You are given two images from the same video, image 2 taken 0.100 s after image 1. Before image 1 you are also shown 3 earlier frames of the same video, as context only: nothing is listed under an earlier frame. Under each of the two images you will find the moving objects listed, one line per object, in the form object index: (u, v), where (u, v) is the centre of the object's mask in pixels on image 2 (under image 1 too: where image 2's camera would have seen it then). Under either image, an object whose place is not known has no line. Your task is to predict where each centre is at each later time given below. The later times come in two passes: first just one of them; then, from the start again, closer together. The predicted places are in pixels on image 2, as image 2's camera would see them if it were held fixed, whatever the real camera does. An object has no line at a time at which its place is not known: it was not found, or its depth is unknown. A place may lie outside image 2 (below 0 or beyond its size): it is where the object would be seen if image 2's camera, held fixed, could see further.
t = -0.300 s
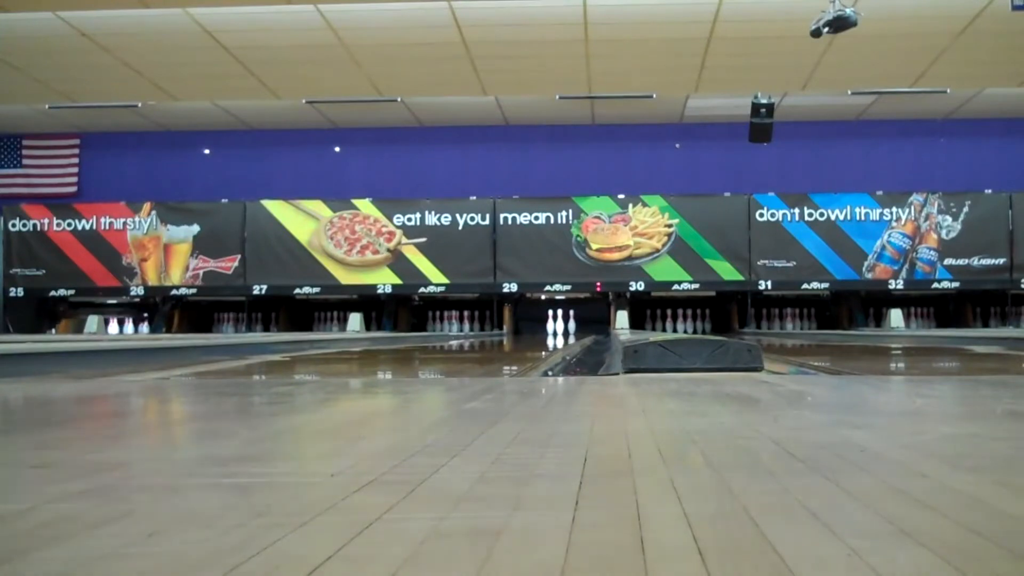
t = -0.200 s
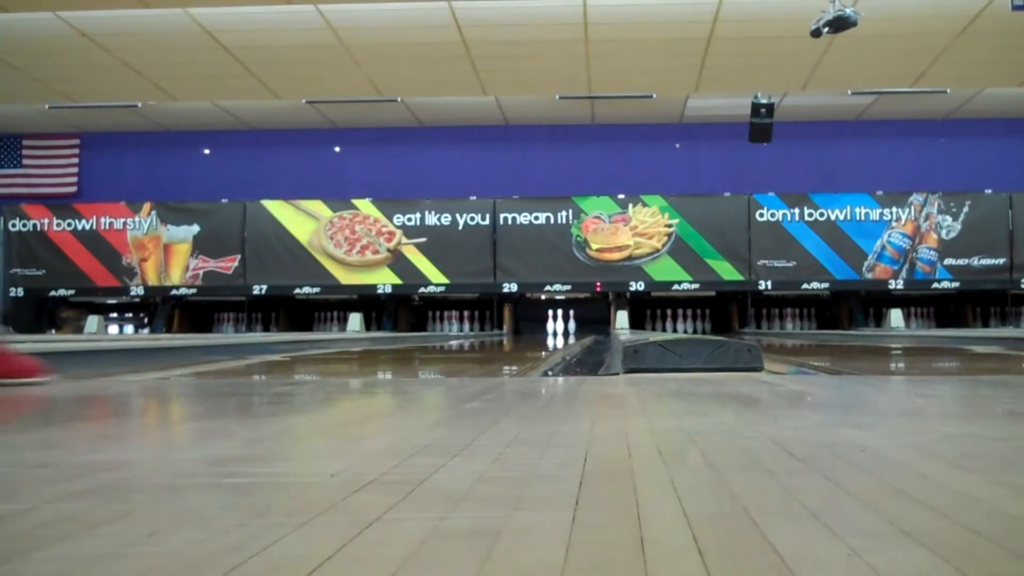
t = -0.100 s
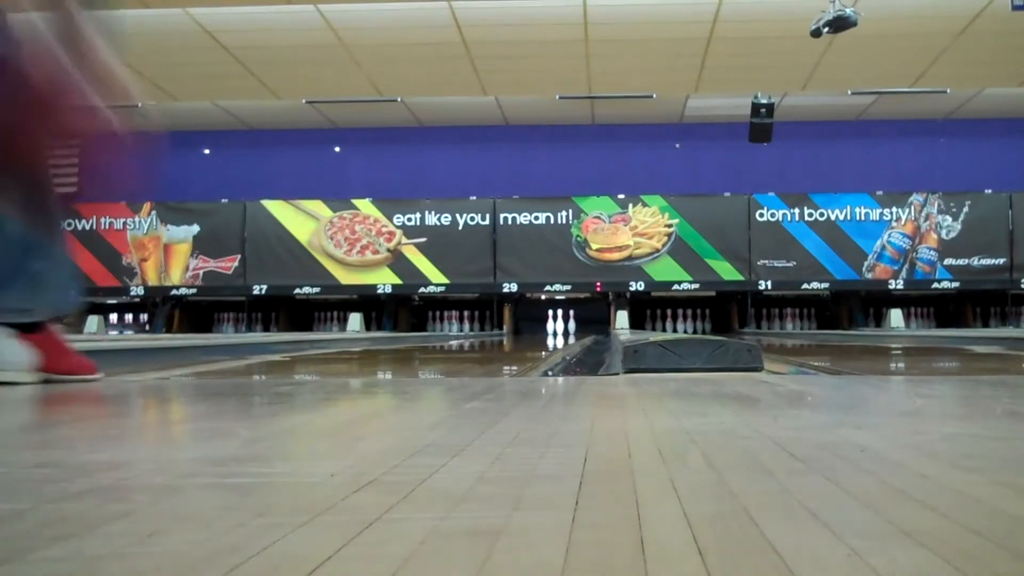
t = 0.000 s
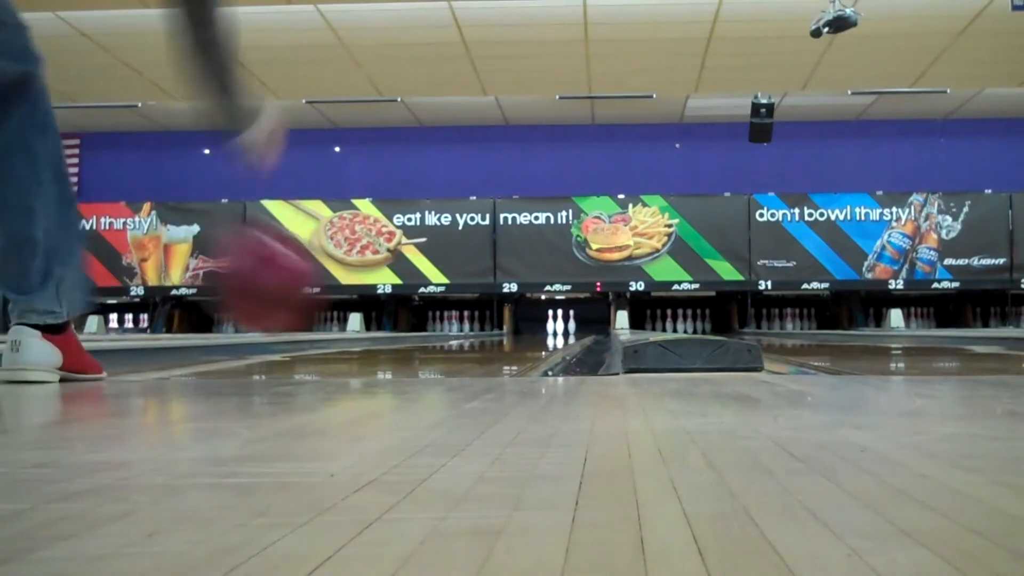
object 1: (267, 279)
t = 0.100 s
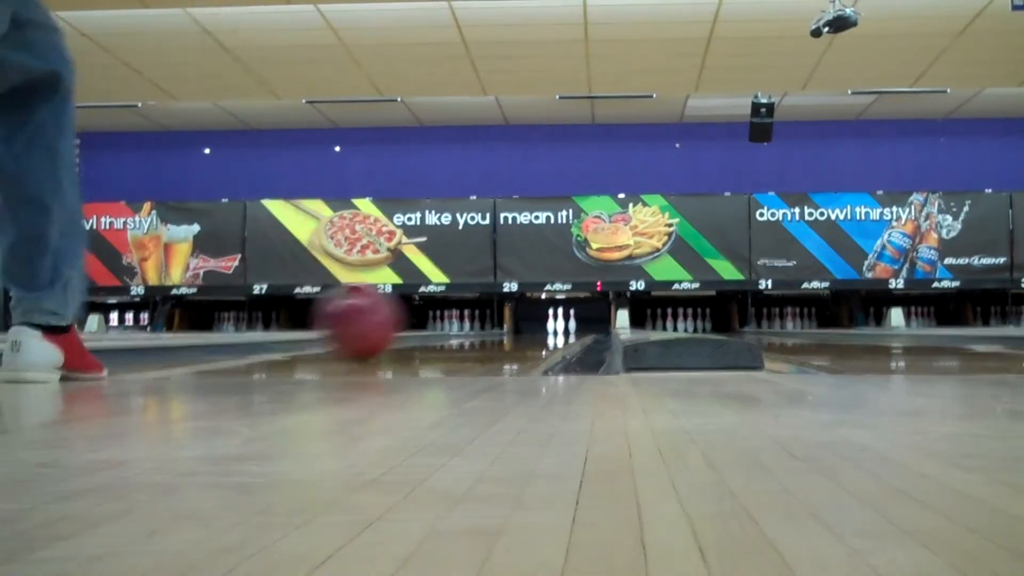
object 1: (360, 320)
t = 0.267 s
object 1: (436, 322)
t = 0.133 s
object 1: (379, 320)
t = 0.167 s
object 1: (397, 322)
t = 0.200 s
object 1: (410, 322)
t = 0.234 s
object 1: (424, 324)
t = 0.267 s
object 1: (436, 322)
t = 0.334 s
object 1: (456, 322)
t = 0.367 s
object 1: (462, 323)
